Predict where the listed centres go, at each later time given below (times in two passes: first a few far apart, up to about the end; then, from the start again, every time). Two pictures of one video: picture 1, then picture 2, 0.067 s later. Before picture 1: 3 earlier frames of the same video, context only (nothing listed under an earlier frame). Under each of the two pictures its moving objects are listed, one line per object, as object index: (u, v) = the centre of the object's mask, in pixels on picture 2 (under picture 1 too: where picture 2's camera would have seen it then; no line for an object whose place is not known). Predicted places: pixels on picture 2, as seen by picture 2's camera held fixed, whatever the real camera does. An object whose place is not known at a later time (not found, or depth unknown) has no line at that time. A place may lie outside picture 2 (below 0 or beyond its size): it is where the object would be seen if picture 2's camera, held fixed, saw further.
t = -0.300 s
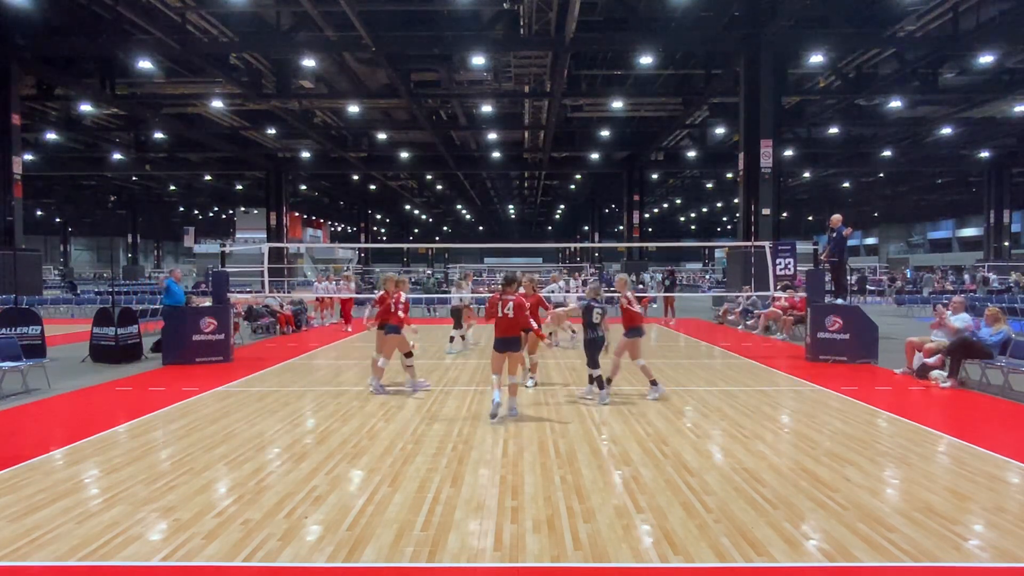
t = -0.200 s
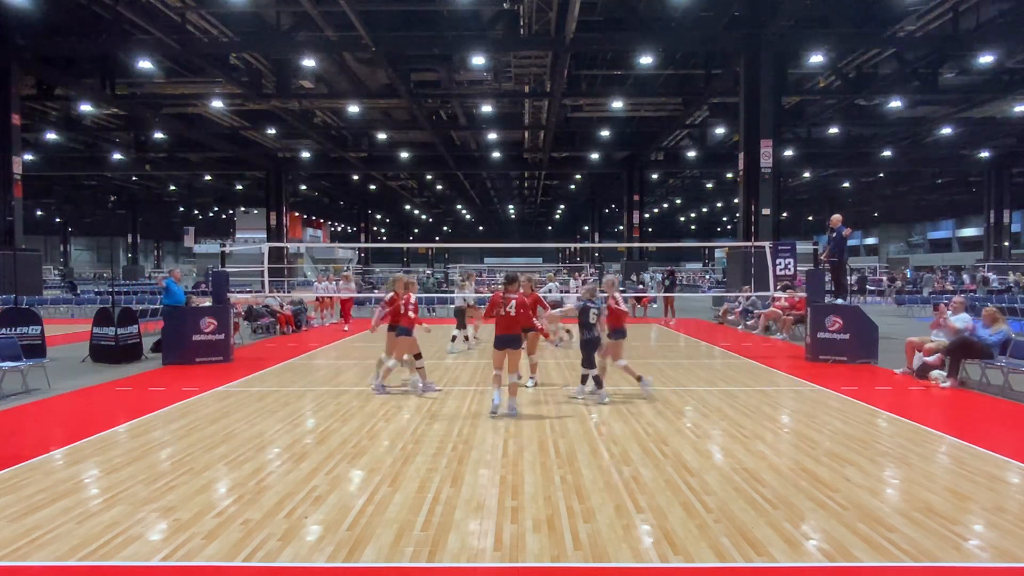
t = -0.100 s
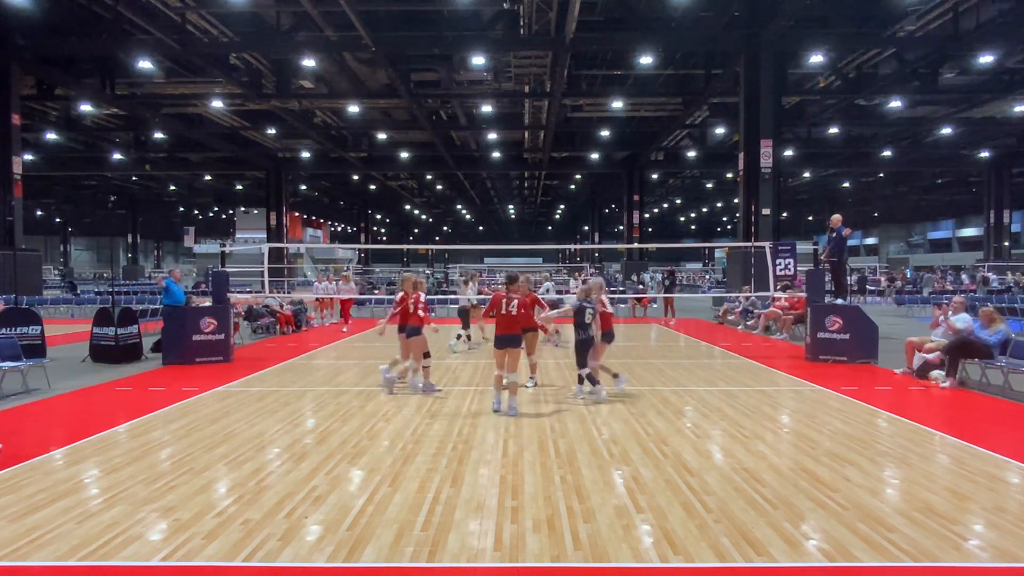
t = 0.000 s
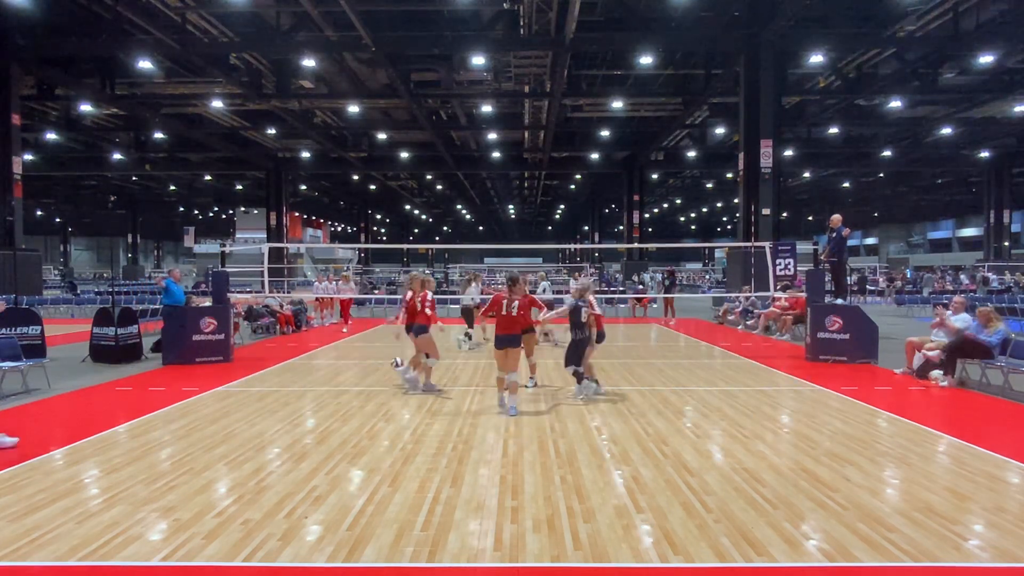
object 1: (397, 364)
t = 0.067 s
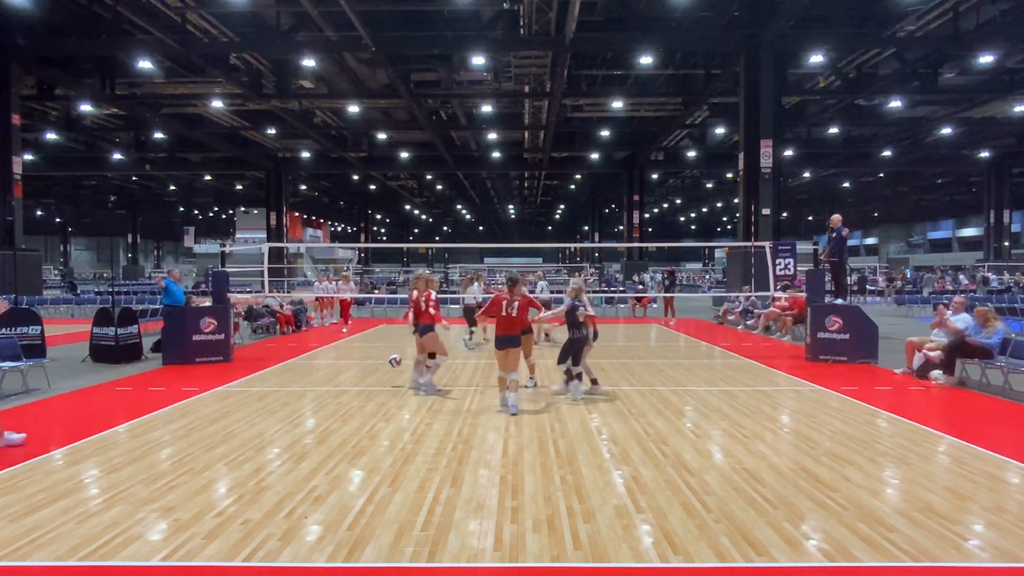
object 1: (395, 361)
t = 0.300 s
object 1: (385, 373)
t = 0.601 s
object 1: (372, 381)
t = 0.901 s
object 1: (355, 398)
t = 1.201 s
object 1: (337, 412)
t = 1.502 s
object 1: (315, 433)
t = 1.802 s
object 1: (290, 440)
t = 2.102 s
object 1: (261, 460)
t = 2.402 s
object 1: (226, 477)
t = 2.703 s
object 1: (183, 500)
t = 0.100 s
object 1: (394, 361)
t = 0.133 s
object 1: (392, 361)
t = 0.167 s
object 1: (391, 362)
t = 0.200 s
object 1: (389, 363)
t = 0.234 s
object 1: (388, 366)
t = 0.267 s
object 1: (387, 369)
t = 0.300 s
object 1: (385, 373)
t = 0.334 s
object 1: (384, 377)
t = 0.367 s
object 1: (383, 386)
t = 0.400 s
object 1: (381, 390)
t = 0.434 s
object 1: (380, 389)
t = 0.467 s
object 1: (378, 384)
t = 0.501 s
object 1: (376, 383)
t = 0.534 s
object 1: (374, 381)
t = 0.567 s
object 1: (373, 380)
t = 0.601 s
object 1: (372, 381)
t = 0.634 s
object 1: (369, 382)
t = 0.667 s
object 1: (368, 384)
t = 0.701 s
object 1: (366, 387)
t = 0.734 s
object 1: (364, 390)
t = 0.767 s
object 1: (362, 396)
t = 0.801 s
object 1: (361, 402)
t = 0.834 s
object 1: (359, 402)
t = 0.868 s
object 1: (357, 399)
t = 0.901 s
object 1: (355, 398)
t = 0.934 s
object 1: (353, 397)
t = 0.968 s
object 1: (351, 397)
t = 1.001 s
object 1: (349, 399)
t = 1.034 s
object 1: (347, 400)
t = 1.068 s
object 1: (345, 403)
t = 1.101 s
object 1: (342, 408)
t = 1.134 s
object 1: (341, 414)
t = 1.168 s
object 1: (339, 418)
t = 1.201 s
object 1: (337, 412)
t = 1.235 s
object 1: (335, 412)
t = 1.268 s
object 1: (331, 414)
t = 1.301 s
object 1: (329, 411)
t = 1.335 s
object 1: (328, 417)
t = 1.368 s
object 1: (324, 415)
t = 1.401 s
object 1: (323, 421)
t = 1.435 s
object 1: (320, 425)
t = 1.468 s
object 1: (317, 432)
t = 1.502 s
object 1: (315, 433)
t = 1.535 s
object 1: (313, 433)
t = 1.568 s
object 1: (310, 428)
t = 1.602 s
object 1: (307, 430)
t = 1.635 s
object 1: (305, 430)
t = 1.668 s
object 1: (303, 432)
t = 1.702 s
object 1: (299, 437)
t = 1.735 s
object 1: (296, 440)
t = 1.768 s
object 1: (294, 439)
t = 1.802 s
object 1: (290, 440)
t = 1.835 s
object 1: (287, 440)
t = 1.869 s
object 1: (284, 442)
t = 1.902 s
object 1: (282, 445)
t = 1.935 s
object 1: (278, 449)
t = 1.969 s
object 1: (275, 451)
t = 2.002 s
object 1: (272, 451)
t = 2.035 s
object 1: (268, 454)
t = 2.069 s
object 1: (264, 456)
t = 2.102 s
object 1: (261, 460)
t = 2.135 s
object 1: (257, 460)
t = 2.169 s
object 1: (253, 462)
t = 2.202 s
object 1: (250, 464)
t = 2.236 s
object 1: (246, 467)
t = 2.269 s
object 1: (242, 468)
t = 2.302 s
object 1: (237, 470)
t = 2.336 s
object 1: (234, 473)
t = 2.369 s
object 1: (230, 476)
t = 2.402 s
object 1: (226, 477)
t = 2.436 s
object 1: (221, 480)
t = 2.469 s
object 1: (217, 482)
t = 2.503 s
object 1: (211, 487)
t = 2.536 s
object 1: (207, 487)
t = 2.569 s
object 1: (203, 488)
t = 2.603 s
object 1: (198, 491)
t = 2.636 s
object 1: (193, 494)
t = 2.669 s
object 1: (188, 496)
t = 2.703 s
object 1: (183, 500)
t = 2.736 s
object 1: (177, 508)
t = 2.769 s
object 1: (171, 505)
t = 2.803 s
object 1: (164, 512)
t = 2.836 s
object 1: (161, 510)
